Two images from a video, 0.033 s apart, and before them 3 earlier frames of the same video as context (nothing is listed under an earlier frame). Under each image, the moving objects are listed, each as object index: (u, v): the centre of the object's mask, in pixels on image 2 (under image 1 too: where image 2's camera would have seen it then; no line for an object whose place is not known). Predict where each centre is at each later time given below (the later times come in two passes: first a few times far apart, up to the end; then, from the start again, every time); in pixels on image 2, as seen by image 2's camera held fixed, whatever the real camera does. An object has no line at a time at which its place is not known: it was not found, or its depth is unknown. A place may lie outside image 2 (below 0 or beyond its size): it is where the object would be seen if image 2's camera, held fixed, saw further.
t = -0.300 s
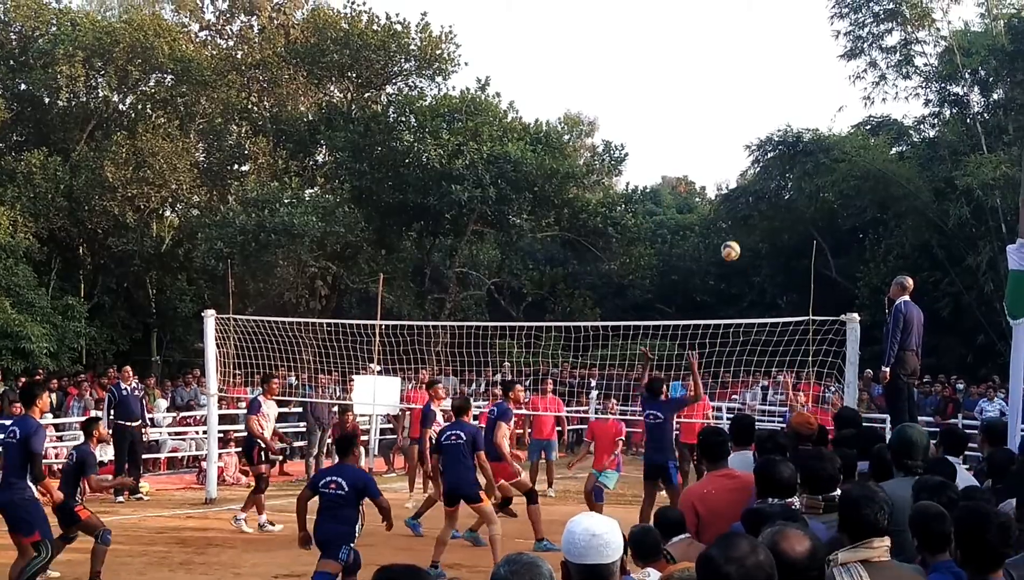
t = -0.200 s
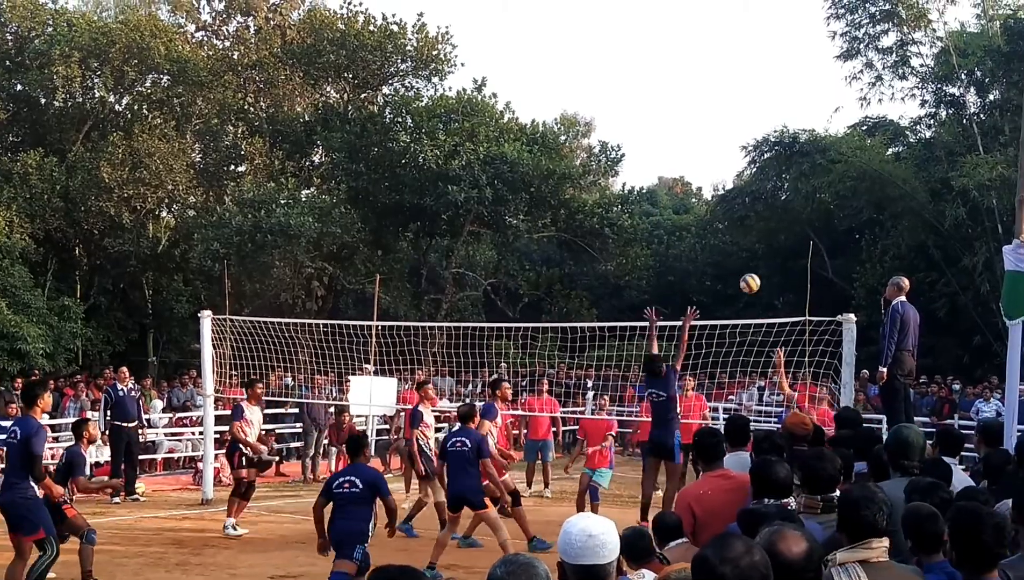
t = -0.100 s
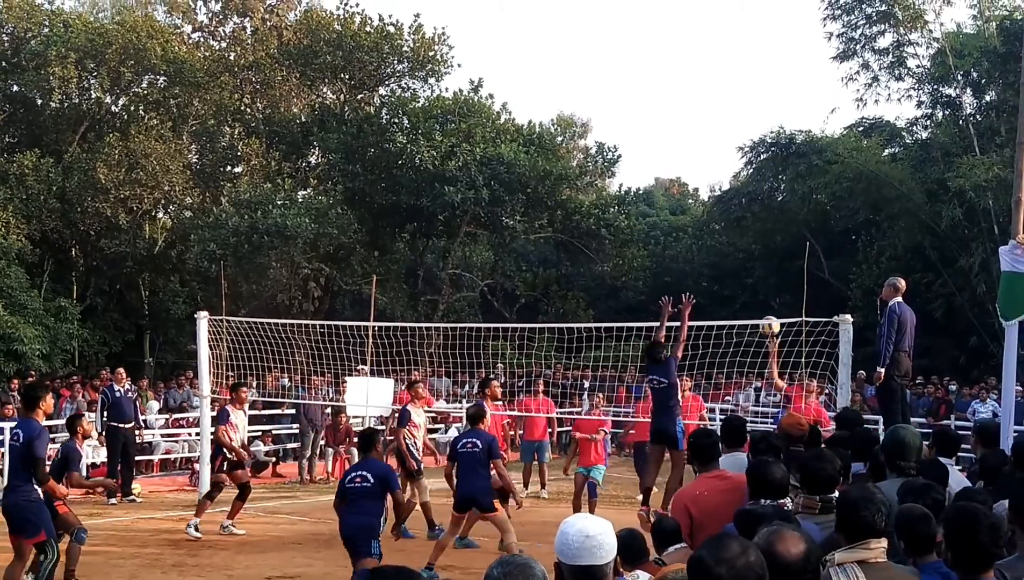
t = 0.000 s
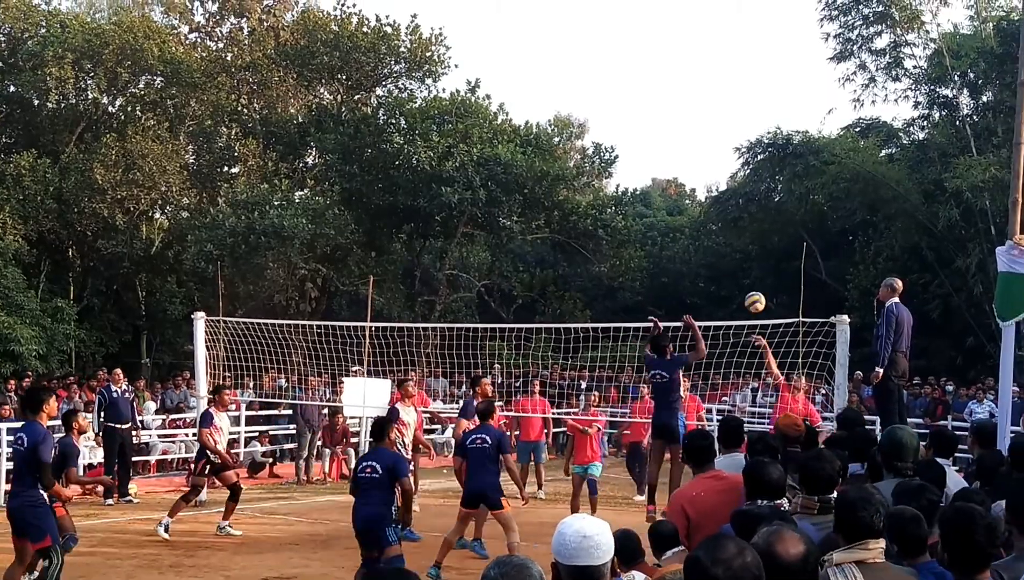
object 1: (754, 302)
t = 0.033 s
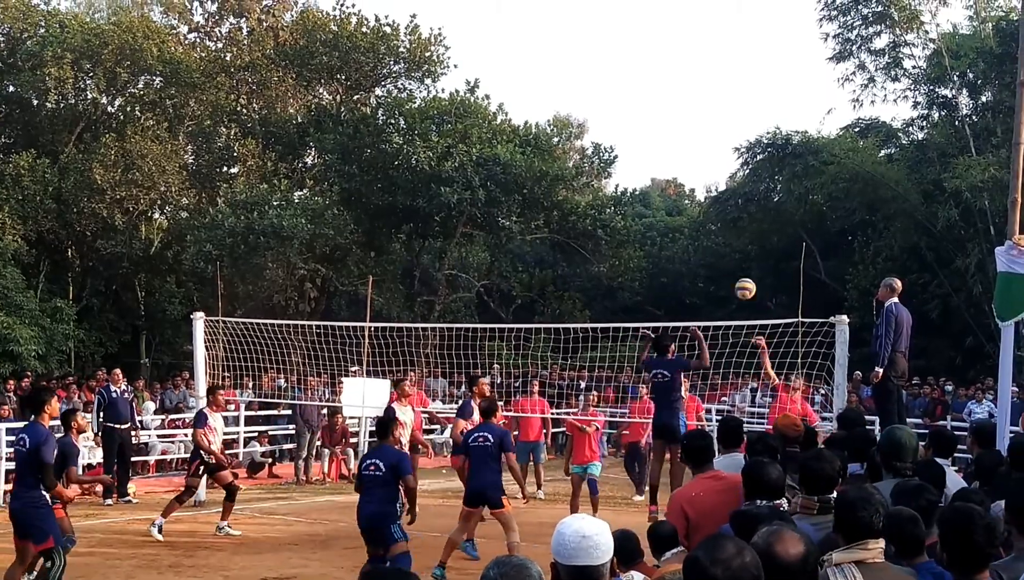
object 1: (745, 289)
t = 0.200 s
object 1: (697, 233)
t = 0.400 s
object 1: (636, 199)
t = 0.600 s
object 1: (566, 207)
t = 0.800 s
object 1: (487, 266)
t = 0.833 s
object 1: (472, 281)
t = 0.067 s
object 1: (736, 276)
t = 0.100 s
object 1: (726, 264)
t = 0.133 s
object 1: (716, 253)
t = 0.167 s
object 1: (707, 243)
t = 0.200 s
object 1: (697, 233)
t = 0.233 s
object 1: (687, 225)
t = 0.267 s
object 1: (677, 218)
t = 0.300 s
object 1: (667, 212)
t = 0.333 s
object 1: (657, 206)
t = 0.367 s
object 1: (646, 201)
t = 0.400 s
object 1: (636, 199)
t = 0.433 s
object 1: (625, 197)
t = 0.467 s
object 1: (614, 196)
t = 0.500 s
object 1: (602, 196)
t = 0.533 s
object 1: (590, 198)
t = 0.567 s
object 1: (578, 202)
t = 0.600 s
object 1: (566, 207)
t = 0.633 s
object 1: (553, 213)
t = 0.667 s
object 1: (541, 220)
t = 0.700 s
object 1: (528, 229)
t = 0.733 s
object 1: (514, 240)
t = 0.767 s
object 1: (500, 252)
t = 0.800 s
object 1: (487, 266)
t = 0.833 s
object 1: (472, 281)
